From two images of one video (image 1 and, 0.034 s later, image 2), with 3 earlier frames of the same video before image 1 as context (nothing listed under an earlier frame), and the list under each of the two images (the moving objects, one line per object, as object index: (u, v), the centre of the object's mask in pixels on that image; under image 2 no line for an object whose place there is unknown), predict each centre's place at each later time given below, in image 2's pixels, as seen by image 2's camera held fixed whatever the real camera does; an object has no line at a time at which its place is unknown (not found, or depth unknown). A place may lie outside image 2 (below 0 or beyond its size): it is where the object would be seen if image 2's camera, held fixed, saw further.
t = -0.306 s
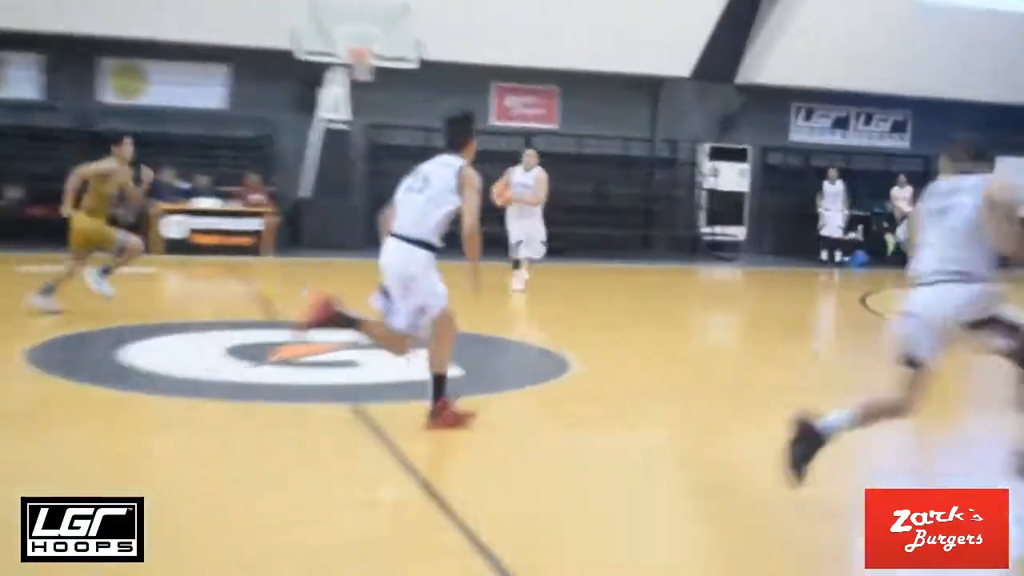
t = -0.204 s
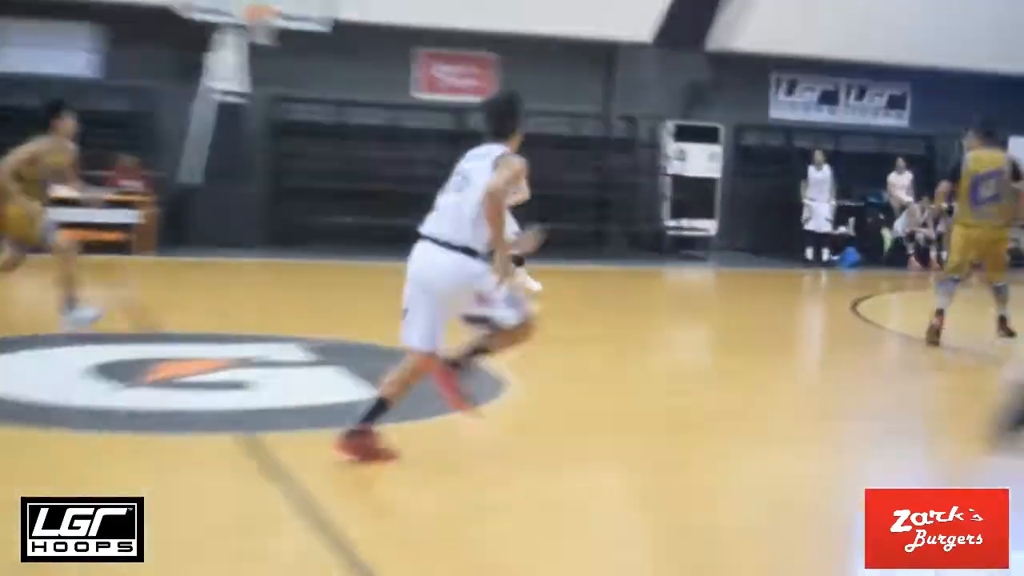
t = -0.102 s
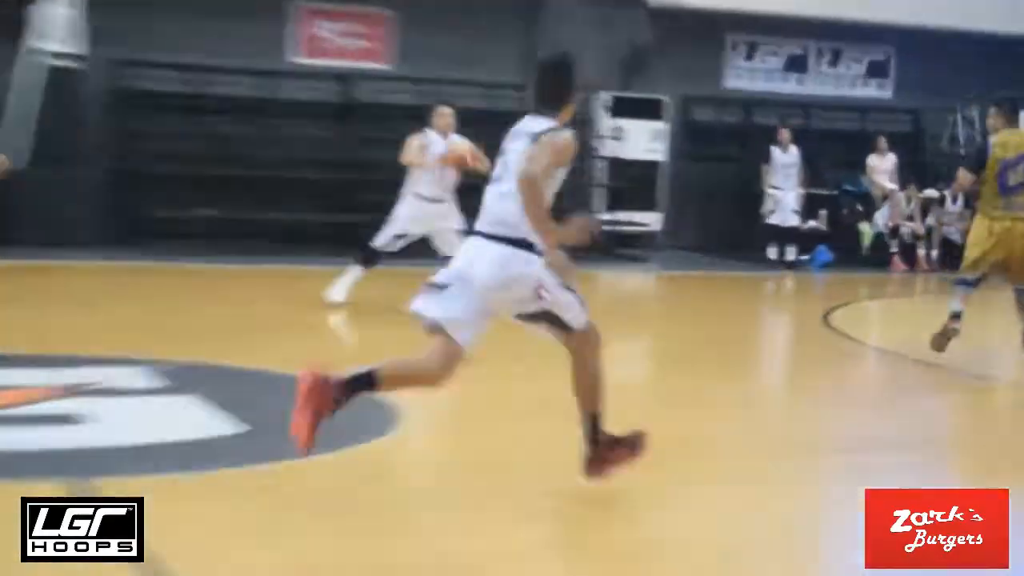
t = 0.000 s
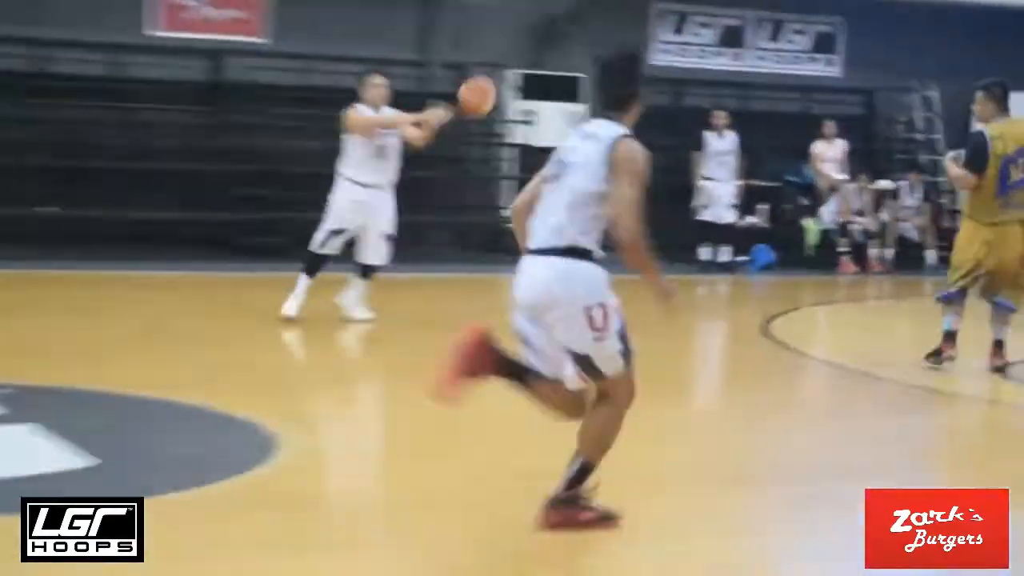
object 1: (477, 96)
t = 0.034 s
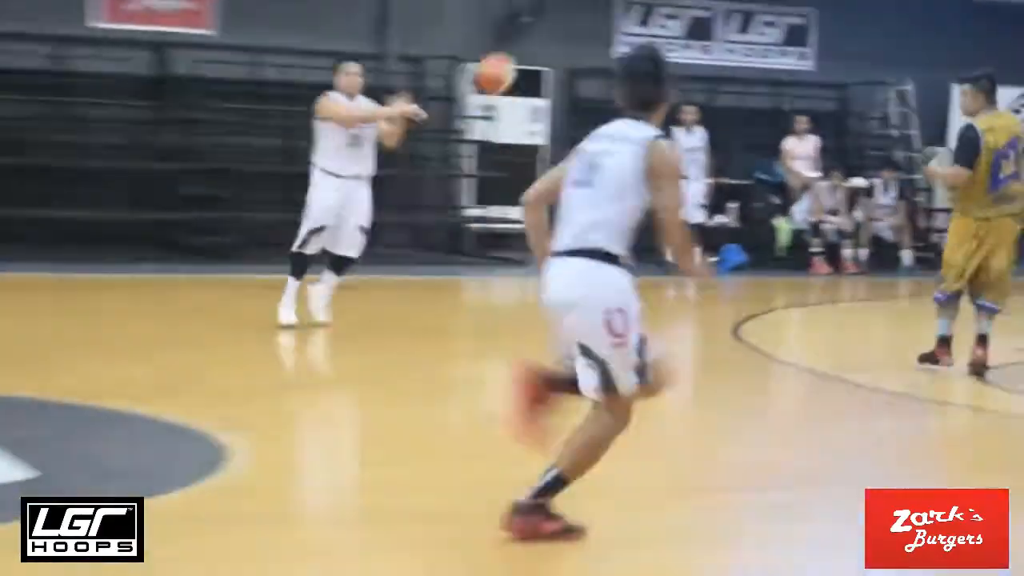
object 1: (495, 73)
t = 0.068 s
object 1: (525, 66)
